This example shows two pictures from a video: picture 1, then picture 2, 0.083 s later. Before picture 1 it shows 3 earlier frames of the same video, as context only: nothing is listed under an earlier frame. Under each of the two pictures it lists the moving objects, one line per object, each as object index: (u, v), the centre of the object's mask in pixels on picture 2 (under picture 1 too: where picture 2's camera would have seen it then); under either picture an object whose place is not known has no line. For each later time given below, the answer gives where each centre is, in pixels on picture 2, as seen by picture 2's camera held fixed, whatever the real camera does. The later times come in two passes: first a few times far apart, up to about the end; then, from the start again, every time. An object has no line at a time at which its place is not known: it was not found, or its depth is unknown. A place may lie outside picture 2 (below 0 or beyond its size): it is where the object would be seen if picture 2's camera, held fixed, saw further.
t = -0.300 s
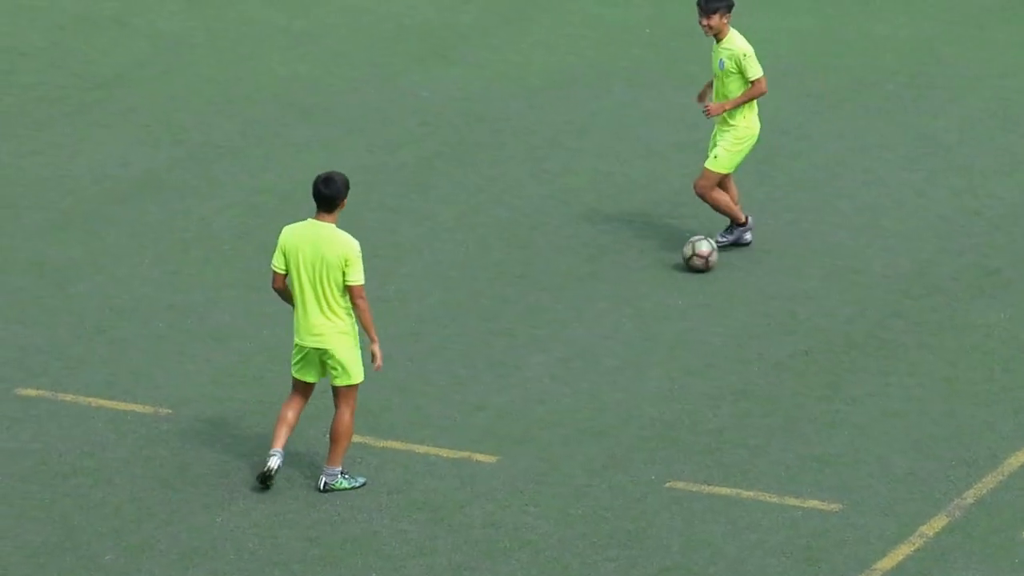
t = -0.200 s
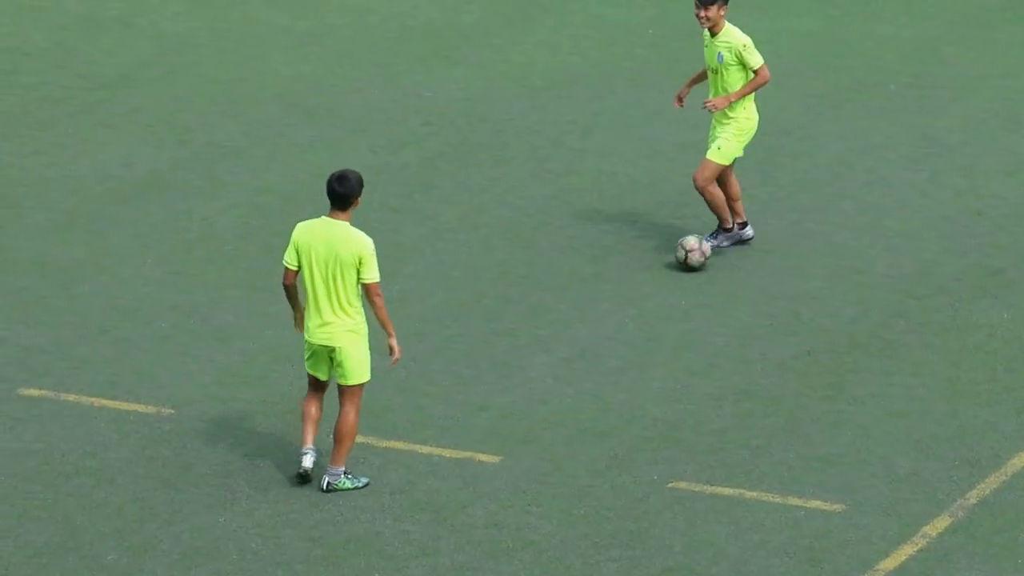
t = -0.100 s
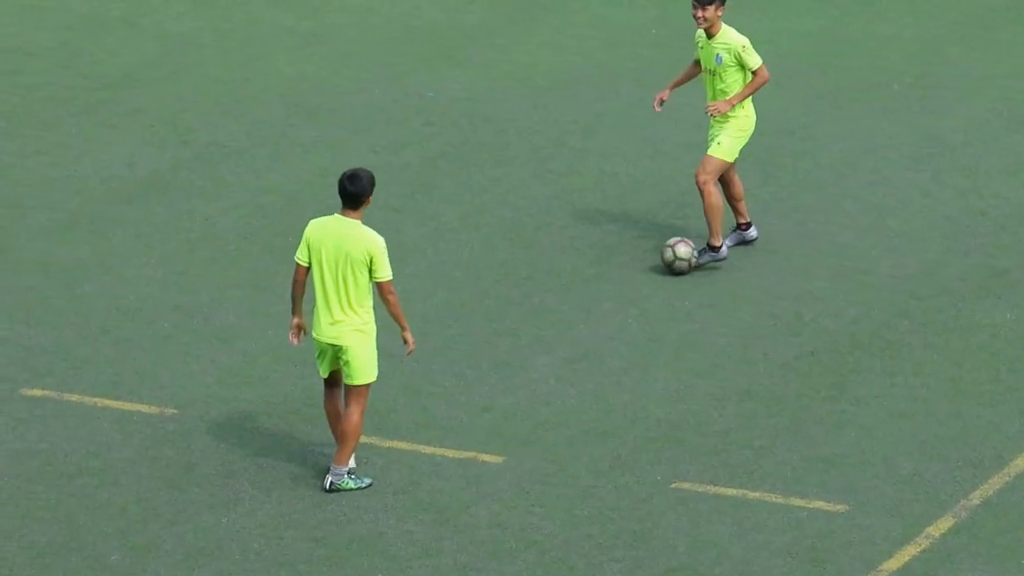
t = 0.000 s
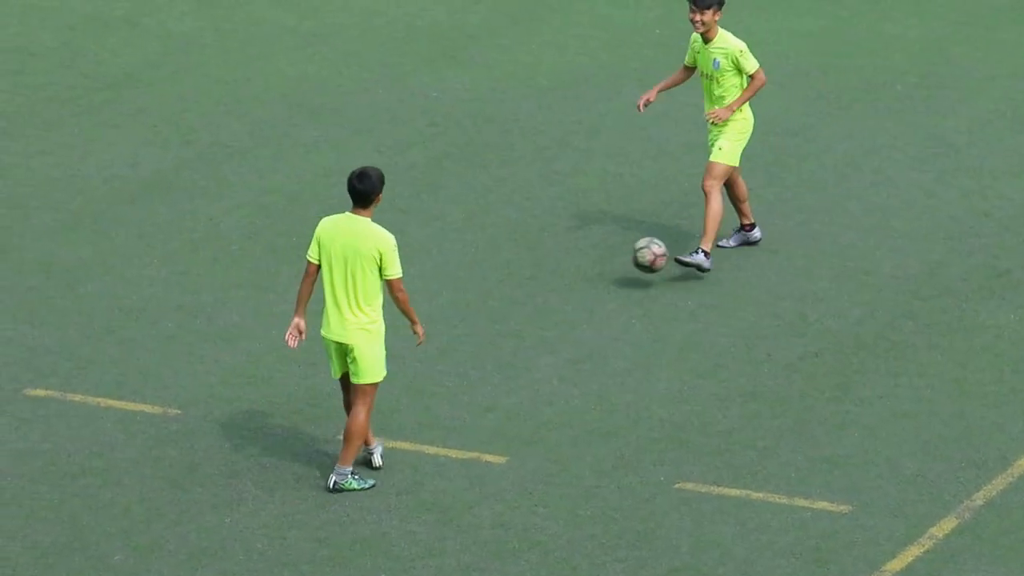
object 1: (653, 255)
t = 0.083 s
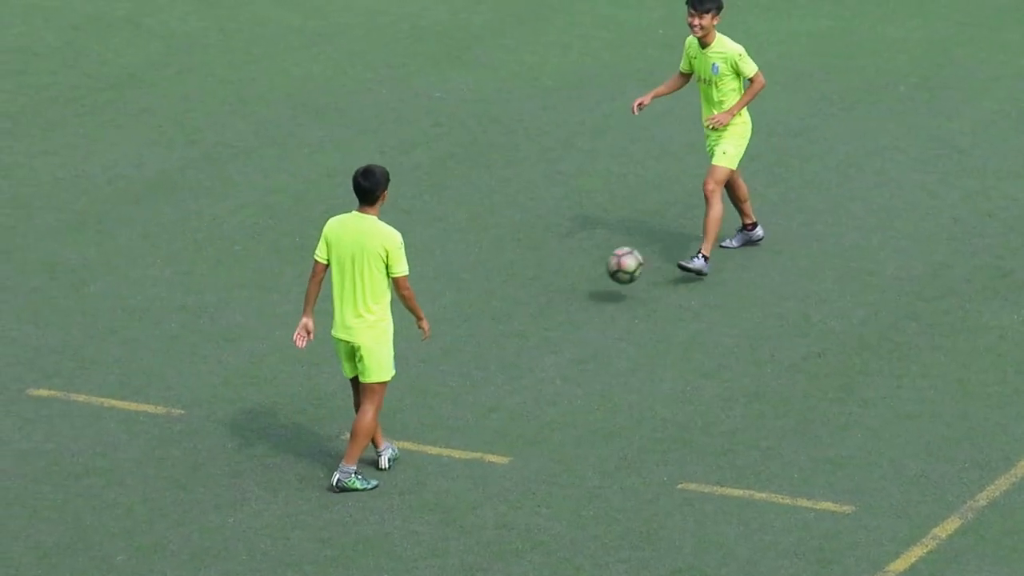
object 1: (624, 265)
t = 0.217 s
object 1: (580, 307)
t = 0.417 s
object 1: (526, 325)
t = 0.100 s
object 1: (619, 269)
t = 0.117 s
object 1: (613, 272)
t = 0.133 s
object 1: (608, 277)
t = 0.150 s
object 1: (602, 282)
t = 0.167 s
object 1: (596, 287)
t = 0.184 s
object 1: (591, 292)
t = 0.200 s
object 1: (585, 299)
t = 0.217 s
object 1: (580, 307)
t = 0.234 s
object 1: (574, 313)
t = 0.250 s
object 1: (569, 315)
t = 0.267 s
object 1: (565, 314)
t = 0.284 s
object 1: (561, 313)
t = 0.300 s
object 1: (557, 313)
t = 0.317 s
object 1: (552, 313)
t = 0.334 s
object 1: (548, 313)
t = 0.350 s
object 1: (543, 315)
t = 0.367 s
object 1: (539, 316)
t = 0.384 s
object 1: (534, 319)
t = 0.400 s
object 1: (530, 321)
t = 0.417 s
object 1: (526, 325)
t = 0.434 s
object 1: (521, 329)
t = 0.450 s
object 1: (517, 333)
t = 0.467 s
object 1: (512, 337)
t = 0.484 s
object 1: (508, 339)
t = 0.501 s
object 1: (504, 338)
